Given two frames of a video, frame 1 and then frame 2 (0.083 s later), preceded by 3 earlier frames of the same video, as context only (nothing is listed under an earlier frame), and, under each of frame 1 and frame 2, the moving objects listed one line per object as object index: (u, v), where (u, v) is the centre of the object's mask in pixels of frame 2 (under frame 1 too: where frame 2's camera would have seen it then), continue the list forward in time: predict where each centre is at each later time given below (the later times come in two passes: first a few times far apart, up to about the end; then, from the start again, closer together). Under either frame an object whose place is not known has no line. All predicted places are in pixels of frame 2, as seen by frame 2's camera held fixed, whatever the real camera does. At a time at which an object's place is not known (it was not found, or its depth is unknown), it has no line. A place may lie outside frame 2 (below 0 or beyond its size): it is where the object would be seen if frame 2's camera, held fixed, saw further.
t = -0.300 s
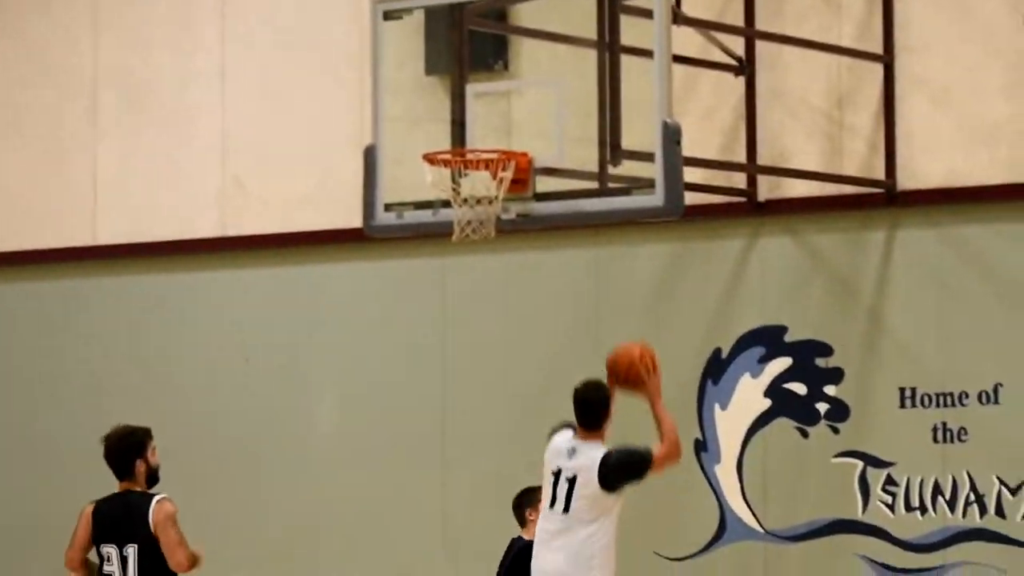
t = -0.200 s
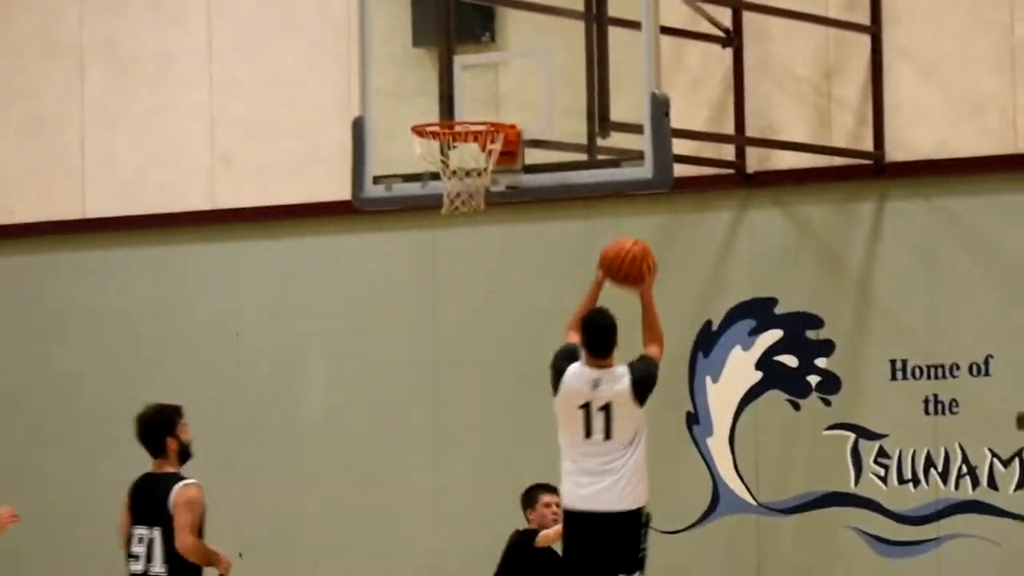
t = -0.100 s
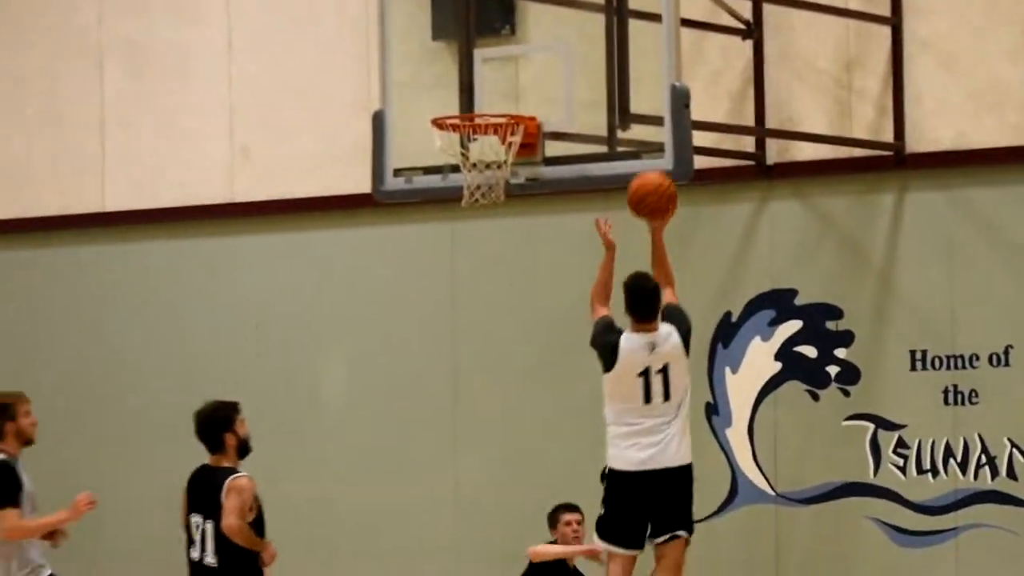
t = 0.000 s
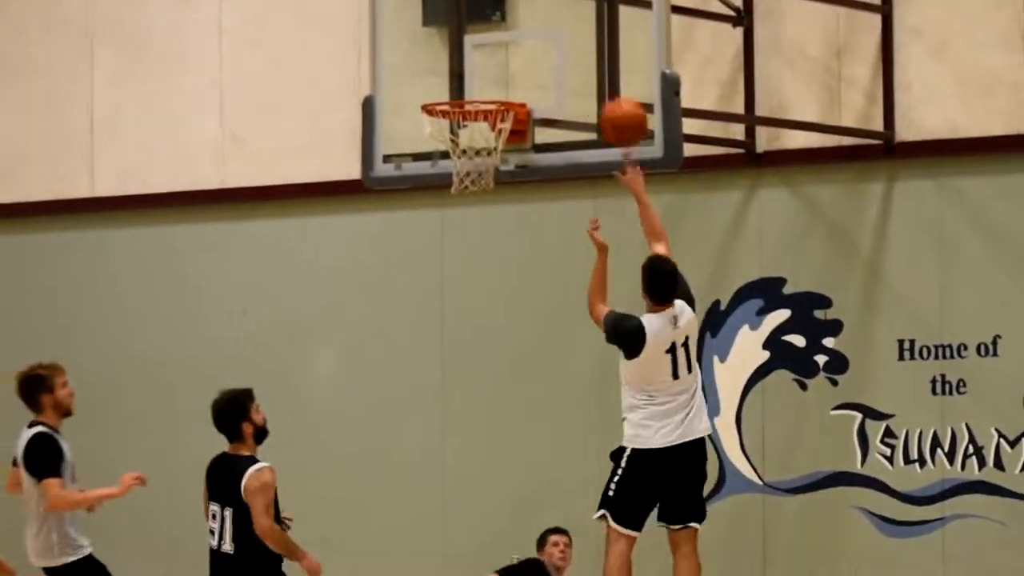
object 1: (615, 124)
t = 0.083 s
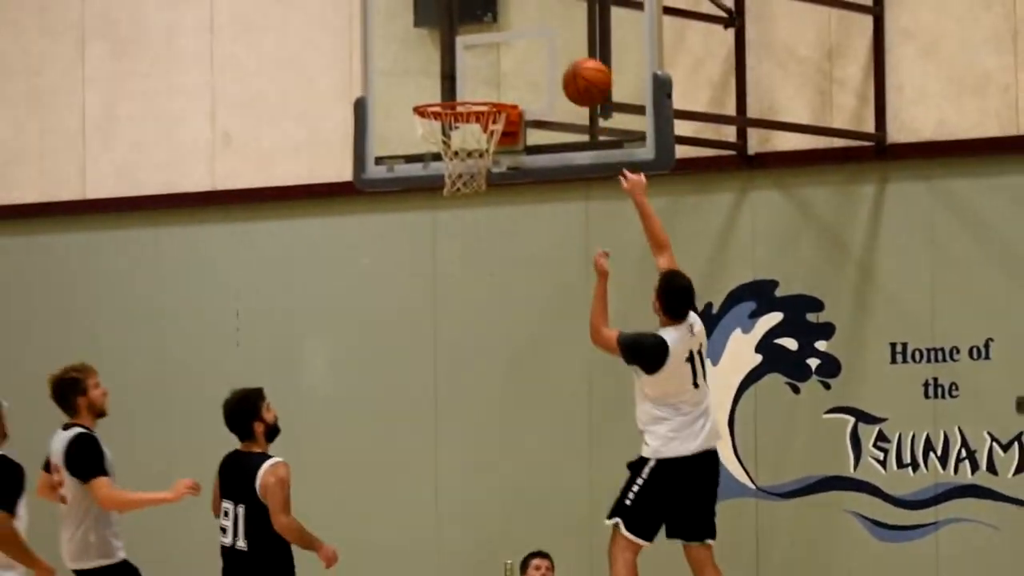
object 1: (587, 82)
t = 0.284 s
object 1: (522, 39)
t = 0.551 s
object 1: (449, 84)
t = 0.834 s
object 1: (450, 80)
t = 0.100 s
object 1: (582, 76)
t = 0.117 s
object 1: (576, 69)
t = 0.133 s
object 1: (570, 63)
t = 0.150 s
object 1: (565, 58)
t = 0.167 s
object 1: (559, 54)
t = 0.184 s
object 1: (554, 50)
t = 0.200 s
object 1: (548, 46)
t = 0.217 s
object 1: (543, 44)
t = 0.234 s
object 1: (538, 42)
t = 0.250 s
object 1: (532, 40)
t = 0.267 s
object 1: (527, 39)
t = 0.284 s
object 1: (522, 39)
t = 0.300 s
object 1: (517, 39)
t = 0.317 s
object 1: (513, 39)
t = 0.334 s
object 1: (508, 39)
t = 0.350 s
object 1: (503, 39)
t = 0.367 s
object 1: (498, 40)
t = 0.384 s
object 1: (494, 41)
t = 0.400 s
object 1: (490, 43)
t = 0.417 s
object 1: (485, 45)
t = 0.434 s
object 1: (480, 48)
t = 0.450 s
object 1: (476, 52)
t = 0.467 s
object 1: (472, 56)
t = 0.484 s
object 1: (467, 61)
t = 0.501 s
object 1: (463, 66)
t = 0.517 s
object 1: (458, 72)
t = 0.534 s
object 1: (454, 78)
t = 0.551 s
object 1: (449, 84)
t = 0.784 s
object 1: (448, 77)
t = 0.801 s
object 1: (448, 77)
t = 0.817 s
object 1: (449, 78)
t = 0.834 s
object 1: (450, 80)
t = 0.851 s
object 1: (450, 81)
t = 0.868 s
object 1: (451, 83)
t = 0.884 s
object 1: (452, 87)
